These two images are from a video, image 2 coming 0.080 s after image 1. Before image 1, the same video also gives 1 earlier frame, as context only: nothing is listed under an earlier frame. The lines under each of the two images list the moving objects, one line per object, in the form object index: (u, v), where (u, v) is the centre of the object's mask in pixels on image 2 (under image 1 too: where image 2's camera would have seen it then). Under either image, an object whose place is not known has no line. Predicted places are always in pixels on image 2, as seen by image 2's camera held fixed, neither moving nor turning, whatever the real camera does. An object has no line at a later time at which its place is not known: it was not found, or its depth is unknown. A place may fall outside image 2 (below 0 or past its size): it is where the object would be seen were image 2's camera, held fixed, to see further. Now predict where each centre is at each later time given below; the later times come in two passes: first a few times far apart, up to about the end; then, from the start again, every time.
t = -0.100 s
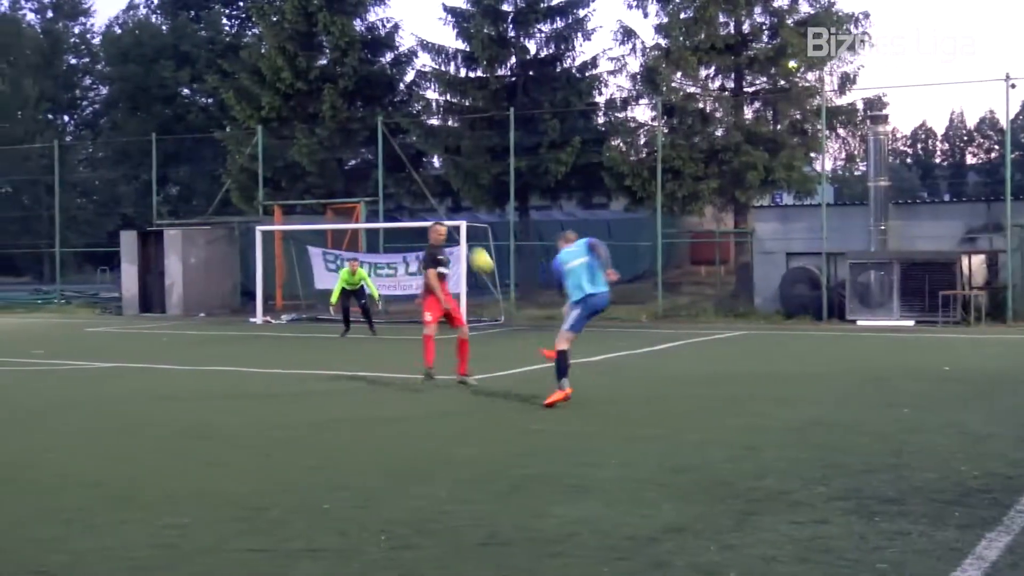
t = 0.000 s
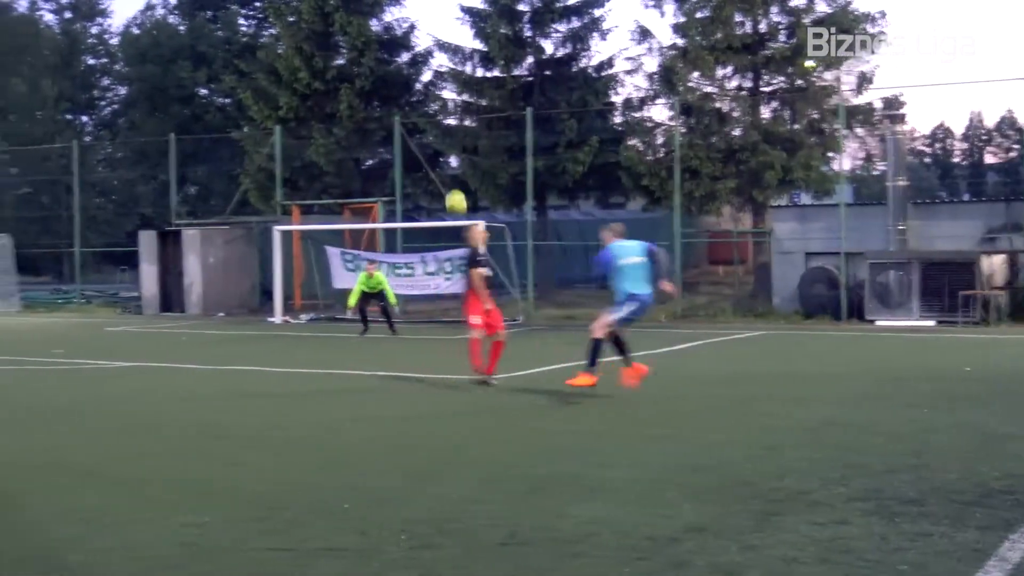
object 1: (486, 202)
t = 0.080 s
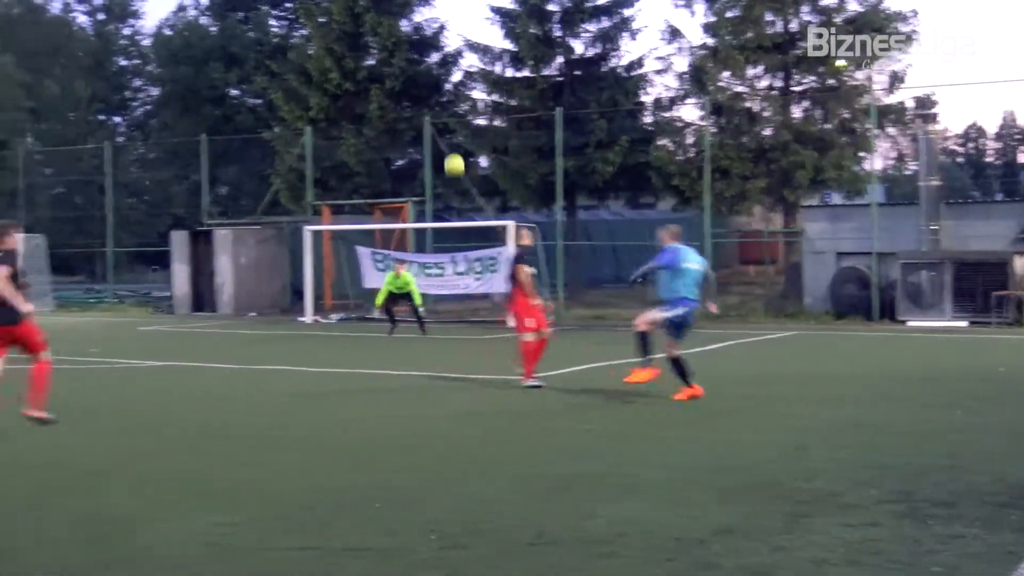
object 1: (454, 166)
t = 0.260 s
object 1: (392, 107)
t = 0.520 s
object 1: (314, 73)
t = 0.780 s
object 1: (250, 88)
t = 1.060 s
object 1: (191, 149)
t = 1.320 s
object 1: (141, 238)
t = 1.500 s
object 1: (109, 313)
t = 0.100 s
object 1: (447, 158)
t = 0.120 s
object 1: (440, 150)
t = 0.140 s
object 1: (432, 142)
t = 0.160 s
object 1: (425, 135)
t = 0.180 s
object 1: (418, 129)
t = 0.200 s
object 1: (412, 123)
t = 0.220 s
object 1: (405, 118)
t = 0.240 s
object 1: (398, 112)
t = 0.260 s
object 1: (392, 107)
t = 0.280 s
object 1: (385, 103)
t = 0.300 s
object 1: (379, 98)
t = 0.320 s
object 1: (373, 94)
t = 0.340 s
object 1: (366, 91)
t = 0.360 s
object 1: (360, 88)
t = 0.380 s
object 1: (354, 85)
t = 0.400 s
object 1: (348, 82)
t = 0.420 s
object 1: (343, 80)
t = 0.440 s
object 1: (337, 78)
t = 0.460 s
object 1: (331, 77)
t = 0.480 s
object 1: (325, 75)
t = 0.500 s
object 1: (320, 74)
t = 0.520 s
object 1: (314, 73)
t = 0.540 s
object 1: (309, 73)
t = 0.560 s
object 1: (303, 72)
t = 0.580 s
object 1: (298, 73)
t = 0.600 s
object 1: (292, 73)
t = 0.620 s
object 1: (287, 73)
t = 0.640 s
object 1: (283, 74)
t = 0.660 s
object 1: (278, 76)
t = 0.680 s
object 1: (273, 77)
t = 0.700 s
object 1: (268, 79)
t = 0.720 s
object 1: (263, 81)
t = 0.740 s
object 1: (259, 83)
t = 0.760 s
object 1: (254, 86)
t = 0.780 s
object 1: (250, 88)
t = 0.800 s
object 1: (245, 91)
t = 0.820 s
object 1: (241, 94)
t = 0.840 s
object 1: (236, 98)
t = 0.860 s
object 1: (232, 102)
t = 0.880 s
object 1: (228, 106)
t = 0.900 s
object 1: (224, 110)
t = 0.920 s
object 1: (220, 114)
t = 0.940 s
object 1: (215, 119)
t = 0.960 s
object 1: (211, 123)
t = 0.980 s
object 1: (207, 128)
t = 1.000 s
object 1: (203, 133)
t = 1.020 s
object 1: (199, 138)
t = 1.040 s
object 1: (195, 143)
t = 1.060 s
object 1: (191, 149)
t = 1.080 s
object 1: (187, 155)
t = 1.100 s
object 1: (183, 161)
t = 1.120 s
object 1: (179, 167)
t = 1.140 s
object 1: (175, 173)
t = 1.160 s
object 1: (171, 180)
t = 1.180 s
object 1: (168, 187)
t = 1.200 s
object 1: (164, 194)
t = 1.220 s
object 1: (160, 200)
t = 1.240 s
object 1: (156, 208)
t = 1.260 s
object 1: (152, 215)
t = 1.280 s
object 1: (149, 223)
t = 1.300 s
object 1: (145, 230)
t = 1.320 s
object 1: (141, 238)
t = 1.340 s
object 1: (138, 246)
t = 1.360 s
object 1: (134, 254)
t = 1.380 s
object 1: (130, 262)
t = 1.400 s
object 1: (127, 271)
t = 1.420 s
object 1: (124, 278)
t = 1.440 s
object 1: (120, 286)
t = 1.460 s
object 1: (117, 295)
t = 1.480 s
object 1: (113, 304)
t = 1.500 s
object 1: (109, 313)
